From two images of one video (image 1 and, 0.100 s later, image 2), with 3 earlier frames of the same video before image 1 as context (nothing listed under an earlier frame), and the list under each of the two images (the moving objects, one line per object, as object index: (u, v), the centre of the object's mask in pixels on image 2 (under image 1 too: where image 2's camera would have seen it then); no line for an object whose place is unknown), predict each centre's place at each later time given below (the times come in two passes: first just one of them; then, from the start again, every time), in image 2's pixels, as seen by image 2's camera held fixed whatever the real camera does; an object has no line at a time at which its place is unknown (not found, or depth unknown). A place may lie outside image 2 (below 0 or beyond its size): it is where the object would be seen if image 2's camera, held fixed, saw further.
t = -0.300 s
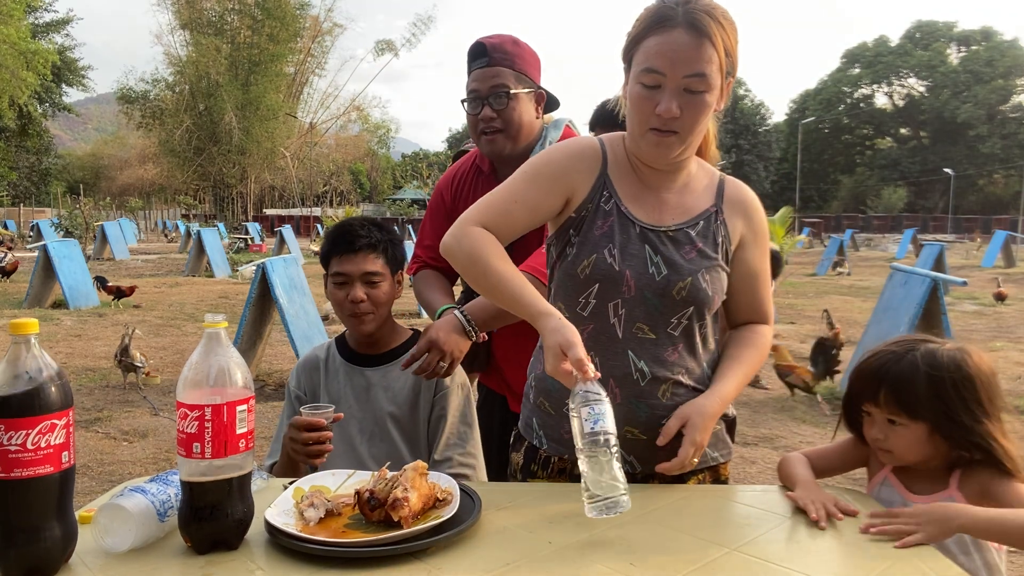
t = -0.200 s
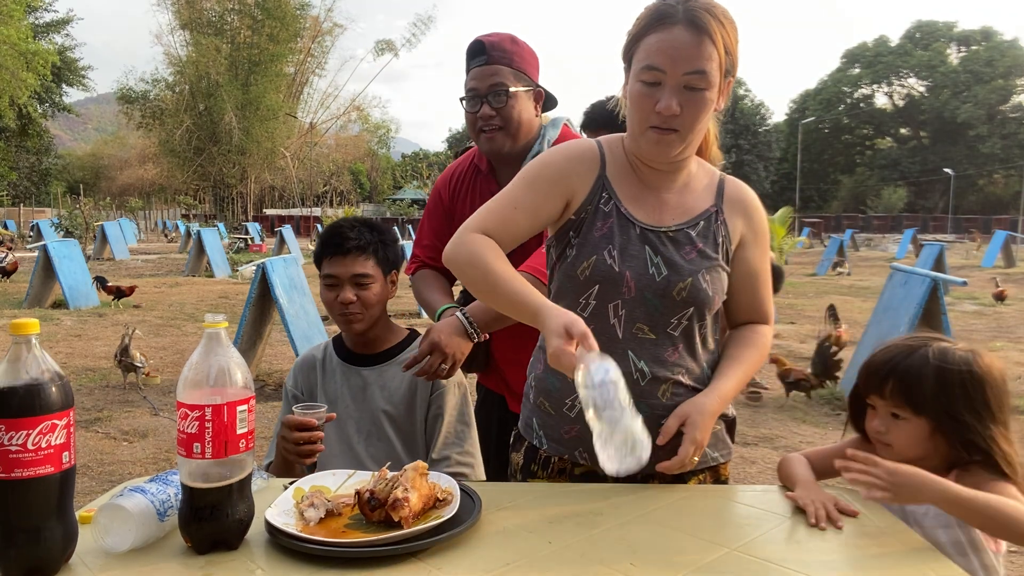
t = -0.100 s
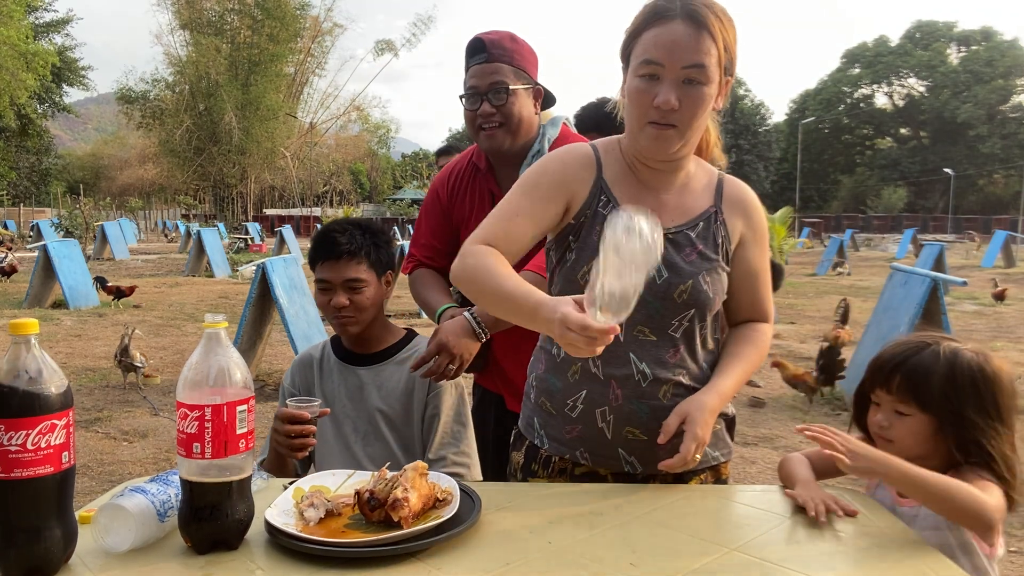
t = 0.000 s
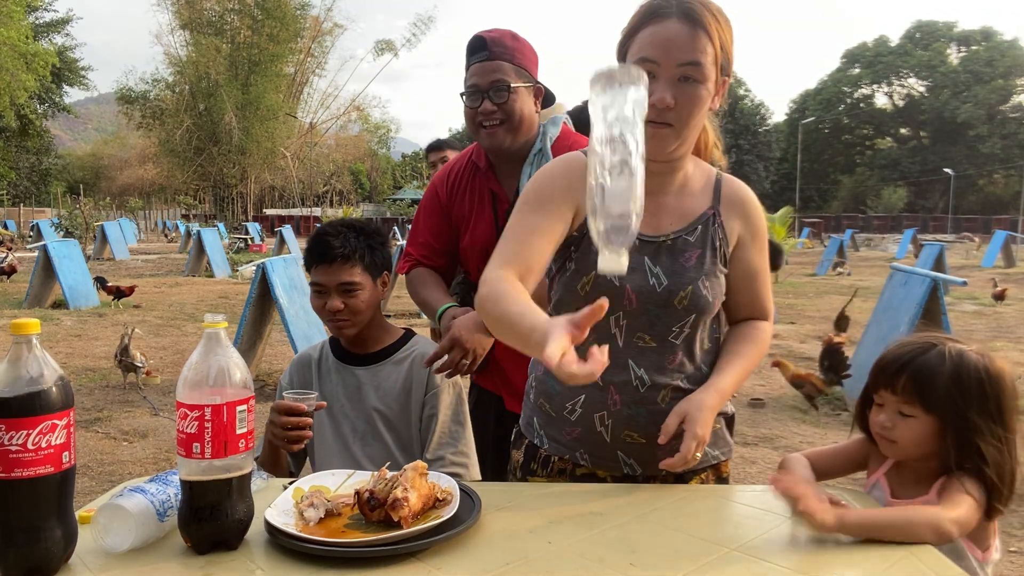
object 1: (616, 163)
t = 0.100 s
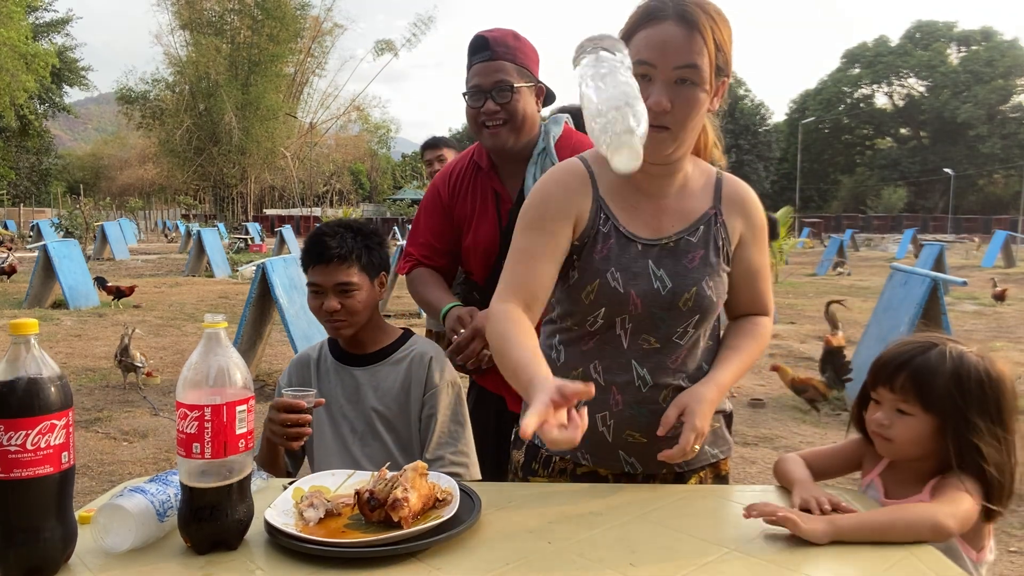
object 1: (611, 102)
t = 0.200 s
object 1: (599, 134)
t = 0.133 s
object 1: (608, 100)
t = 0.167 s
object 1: (604, 111)
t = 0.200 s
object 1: (599, 134)
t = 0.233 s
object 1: (597, 163)
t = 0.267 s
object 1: (591, 211)
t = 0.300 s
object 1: (586, 264)
